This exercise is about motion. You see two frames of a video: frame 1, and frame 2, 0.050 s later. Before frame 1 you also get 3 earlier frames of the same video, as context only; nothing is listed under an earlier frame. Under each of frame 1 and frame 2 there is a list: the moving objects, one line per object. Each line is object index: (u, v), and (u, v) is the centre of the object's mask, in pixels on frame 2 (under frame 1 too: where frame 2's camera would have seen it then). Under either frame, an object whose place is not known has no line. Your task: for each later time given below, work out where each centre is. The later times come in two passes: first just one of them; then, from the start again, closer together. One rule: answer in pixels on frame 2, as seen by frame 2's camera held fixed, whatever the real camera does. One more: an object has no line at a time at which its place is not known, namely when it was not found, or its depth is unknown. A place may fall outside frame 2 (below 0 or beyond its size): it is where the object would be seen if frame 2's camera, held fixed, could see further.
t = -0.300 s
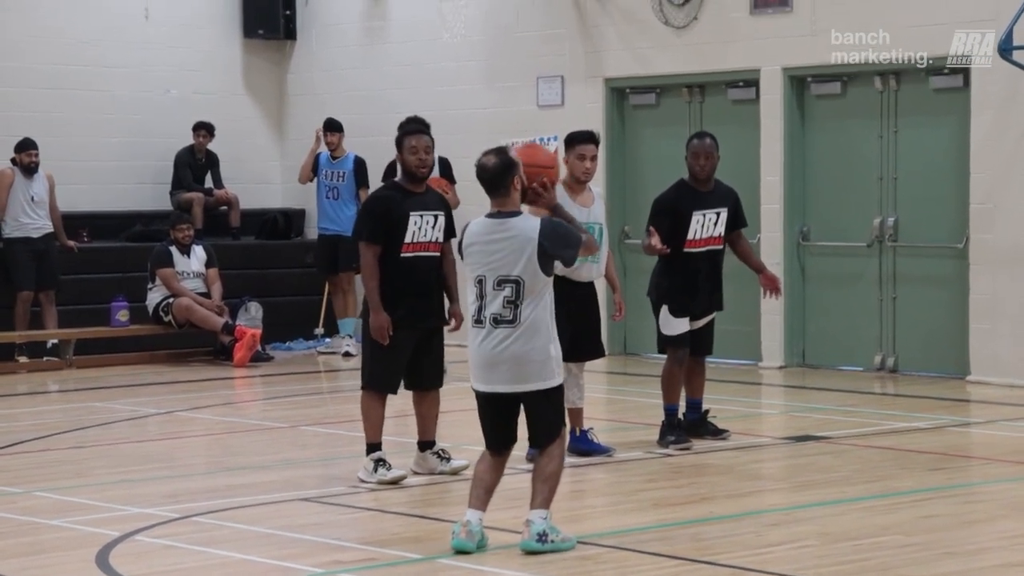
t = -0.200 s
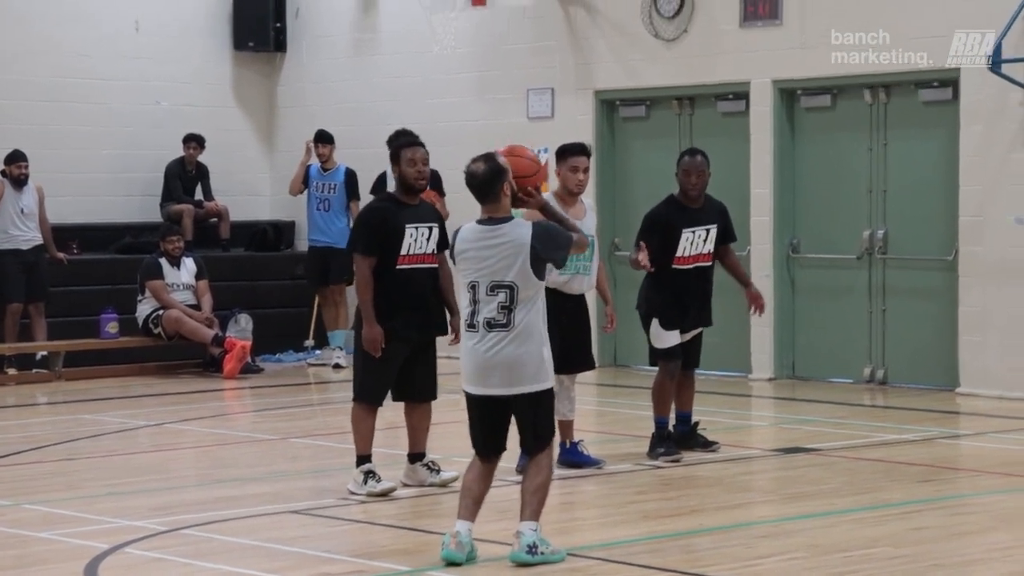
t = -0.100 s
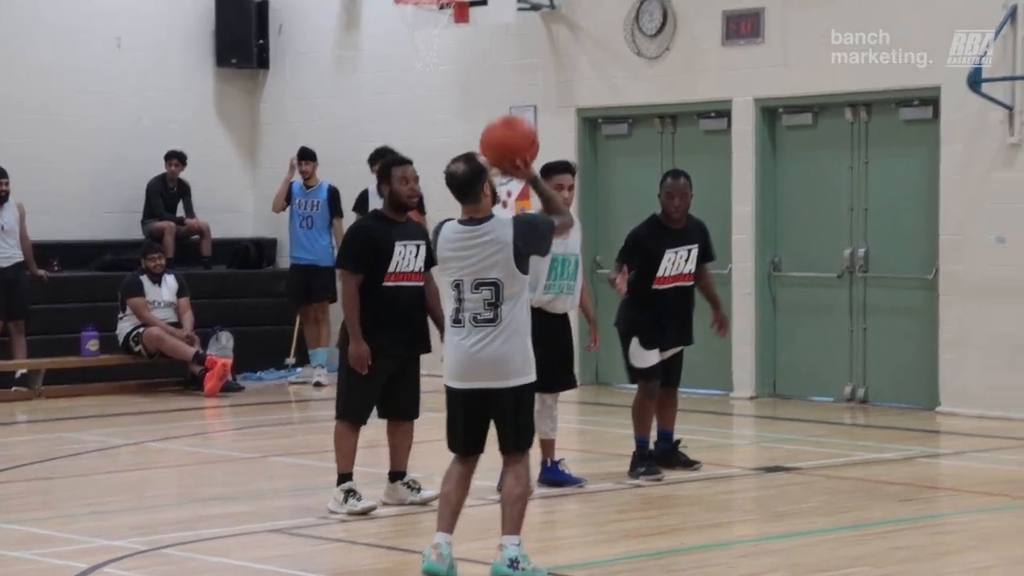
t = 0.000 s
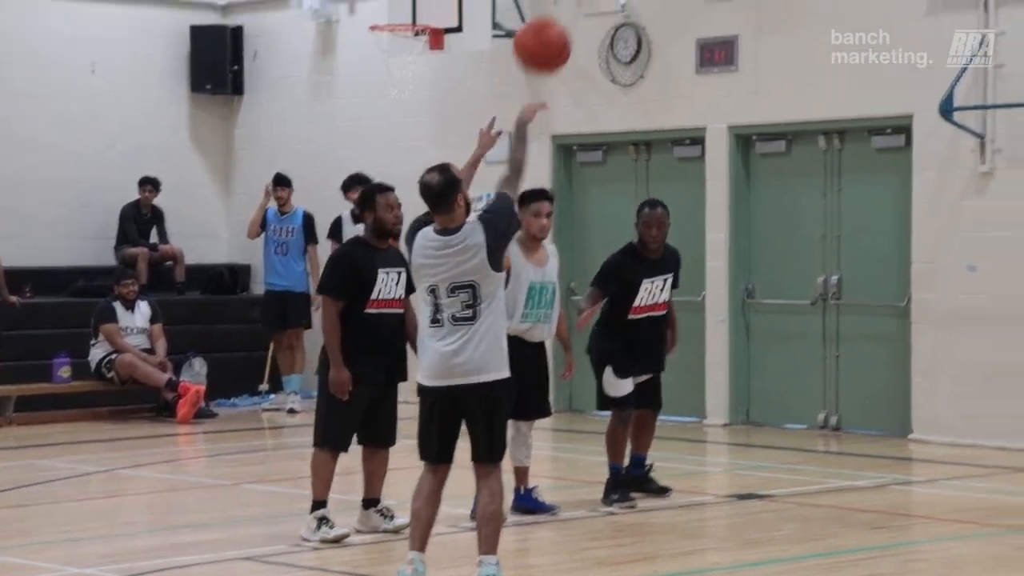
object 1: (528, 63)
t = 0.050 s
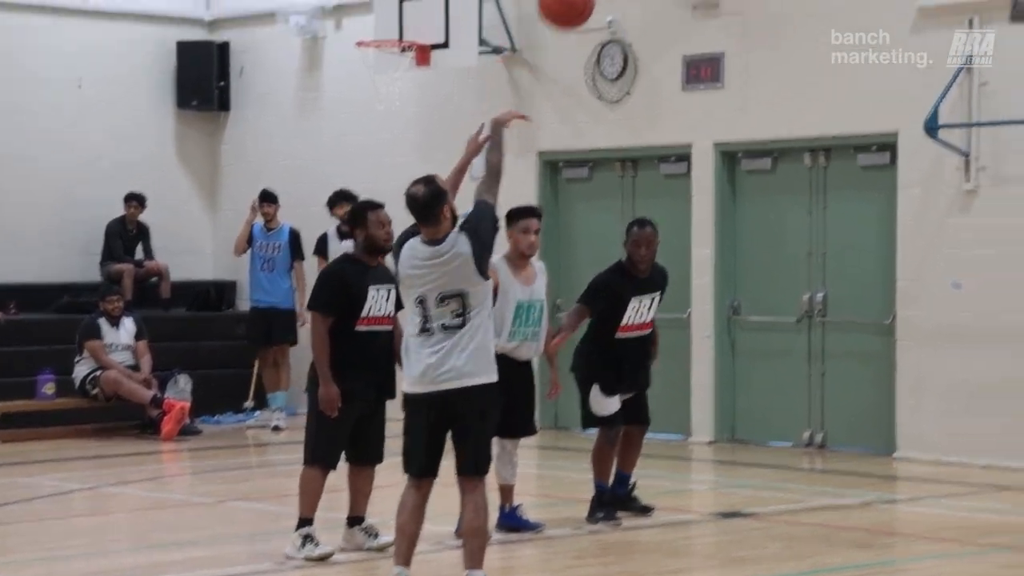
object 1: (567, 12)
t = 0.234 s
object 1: (702, -159)
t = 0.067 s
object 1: (579, -1)
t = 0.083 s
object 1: (591, -14)
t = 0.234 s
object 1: (702, -159)
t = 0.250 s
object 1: (714, -177)
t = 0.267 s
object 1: (726, -194)
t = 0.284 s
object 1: (738, -209)
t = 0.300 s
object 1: (749, -219)
